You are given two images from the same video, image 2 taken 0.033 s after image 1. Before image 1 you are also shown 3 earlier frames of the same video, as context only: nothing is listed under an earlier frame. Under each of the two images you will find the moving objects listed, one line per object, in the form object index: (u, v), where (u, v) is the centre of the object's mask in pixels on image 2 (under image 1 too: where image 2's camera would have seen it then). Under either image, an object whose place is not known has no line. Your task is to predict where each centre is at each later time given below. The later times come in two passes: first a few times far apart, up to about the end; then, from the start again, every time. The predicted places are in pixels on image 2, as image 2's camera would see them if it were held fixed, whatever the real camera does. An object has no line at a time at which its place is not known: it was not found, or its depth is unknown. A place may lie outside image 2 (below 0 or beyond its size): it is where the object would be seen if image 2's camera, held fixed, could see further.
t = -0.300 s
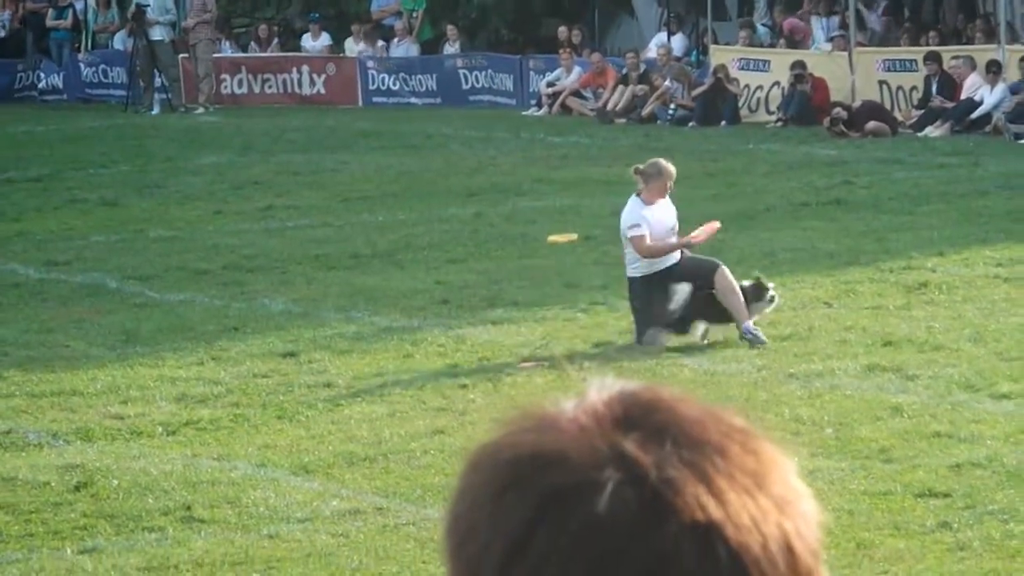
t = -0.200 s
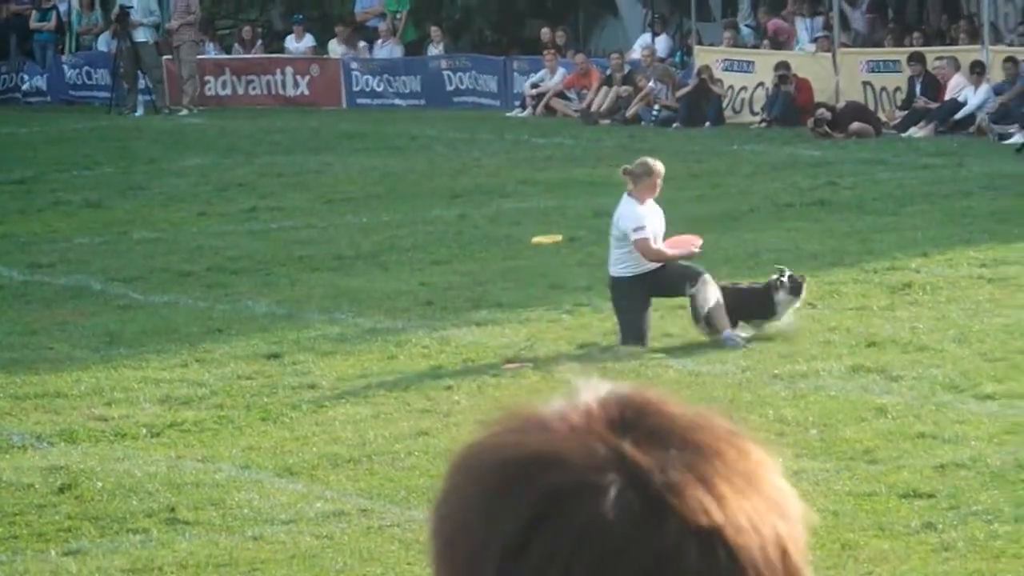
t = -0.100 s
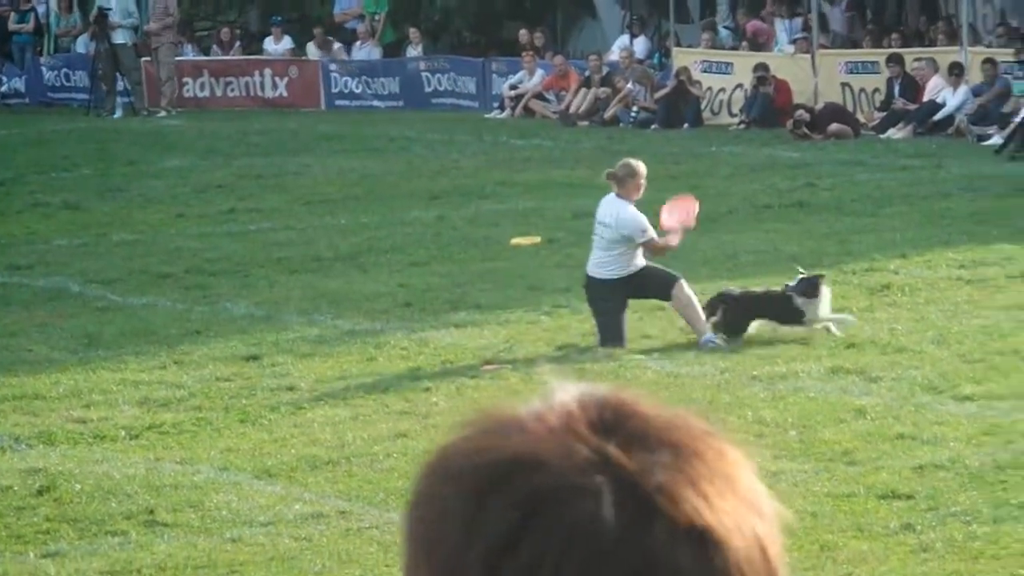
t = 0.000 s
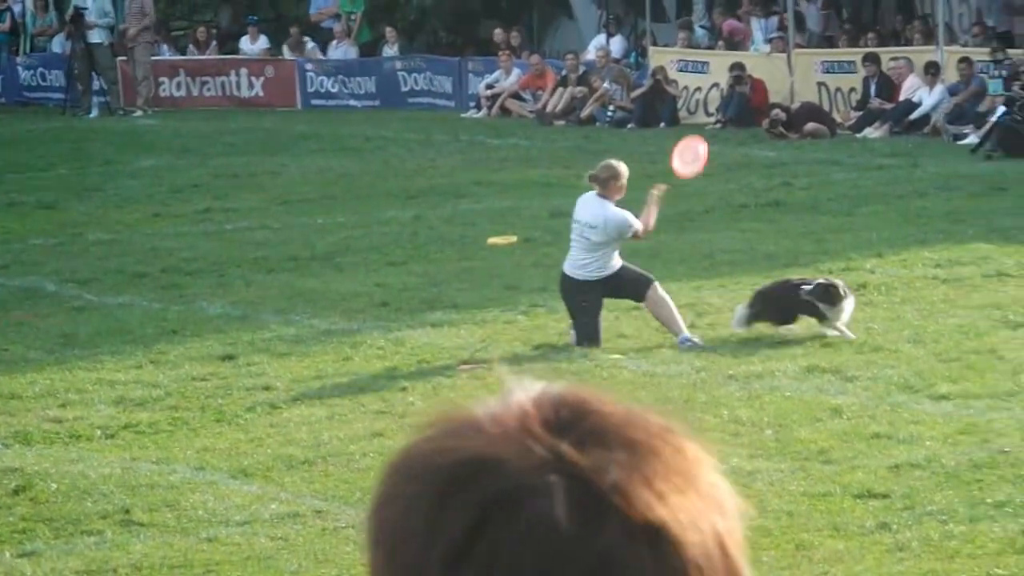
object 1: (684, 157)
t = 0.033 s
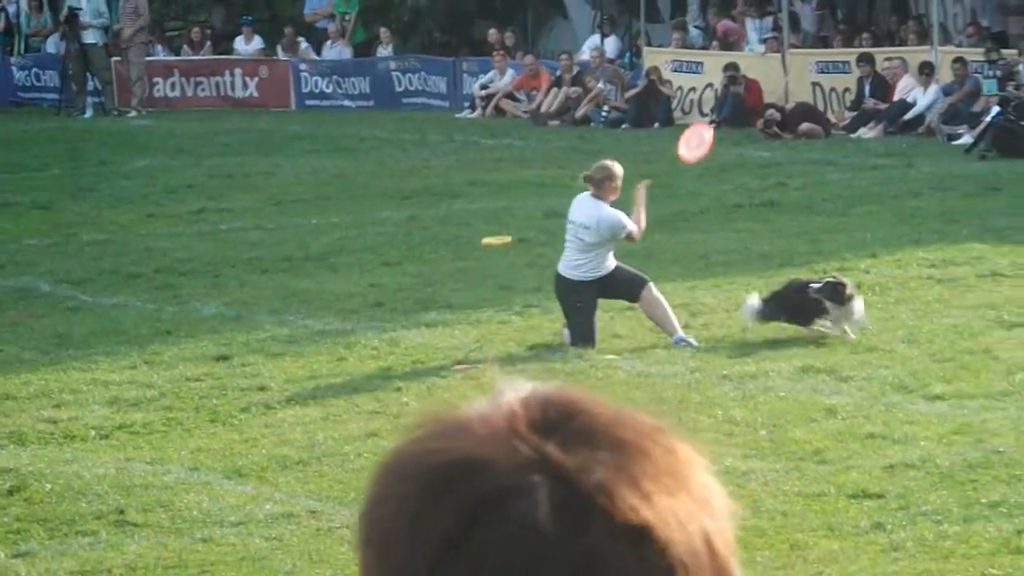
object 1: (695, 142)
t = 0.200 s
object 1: (752, 97)
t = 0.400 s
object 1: (819, 101)
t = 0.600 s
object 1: (882, 164)
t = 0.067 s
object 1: (706, 130)
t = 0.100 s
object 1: (717, 119)
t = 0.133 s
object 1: (729, 109)
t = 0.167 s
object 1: (740, 102)
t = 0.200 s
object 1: (752, 97)
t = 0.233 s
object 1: (763, 93)
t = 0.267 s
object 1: (775, 91)
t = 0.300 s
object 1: (785, 91)
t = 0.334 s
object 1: (796, 93)
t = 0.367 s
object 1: (807, 96)
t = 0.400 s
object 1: (819, 101)
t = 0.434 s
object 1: (830, 109)
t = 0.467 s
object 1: (841, 116)
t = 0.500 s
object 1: (852, 126)
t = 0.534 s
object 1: (862, 137)
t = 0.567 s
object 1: (872, 150)
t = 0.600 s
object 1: (882, 164)
